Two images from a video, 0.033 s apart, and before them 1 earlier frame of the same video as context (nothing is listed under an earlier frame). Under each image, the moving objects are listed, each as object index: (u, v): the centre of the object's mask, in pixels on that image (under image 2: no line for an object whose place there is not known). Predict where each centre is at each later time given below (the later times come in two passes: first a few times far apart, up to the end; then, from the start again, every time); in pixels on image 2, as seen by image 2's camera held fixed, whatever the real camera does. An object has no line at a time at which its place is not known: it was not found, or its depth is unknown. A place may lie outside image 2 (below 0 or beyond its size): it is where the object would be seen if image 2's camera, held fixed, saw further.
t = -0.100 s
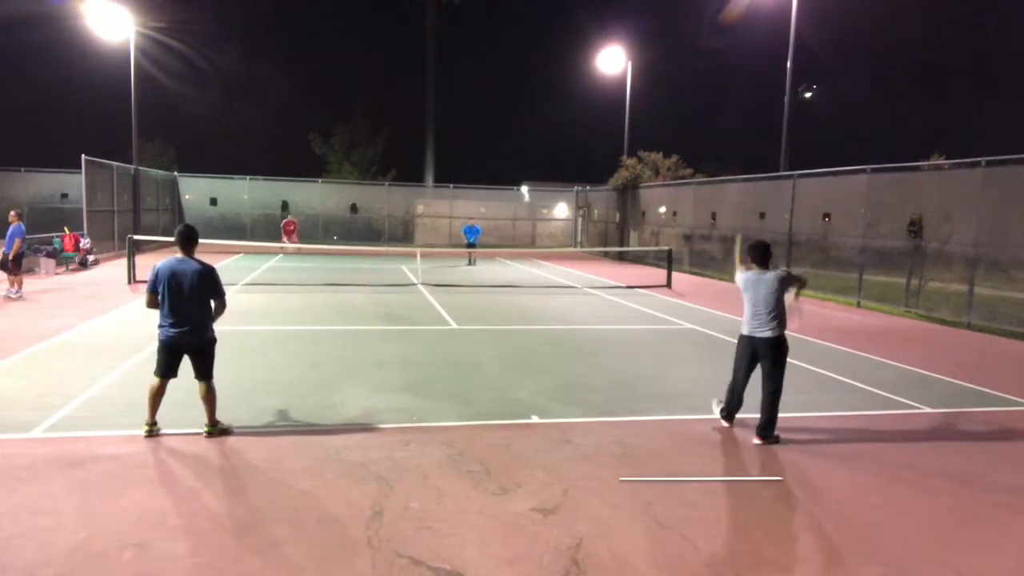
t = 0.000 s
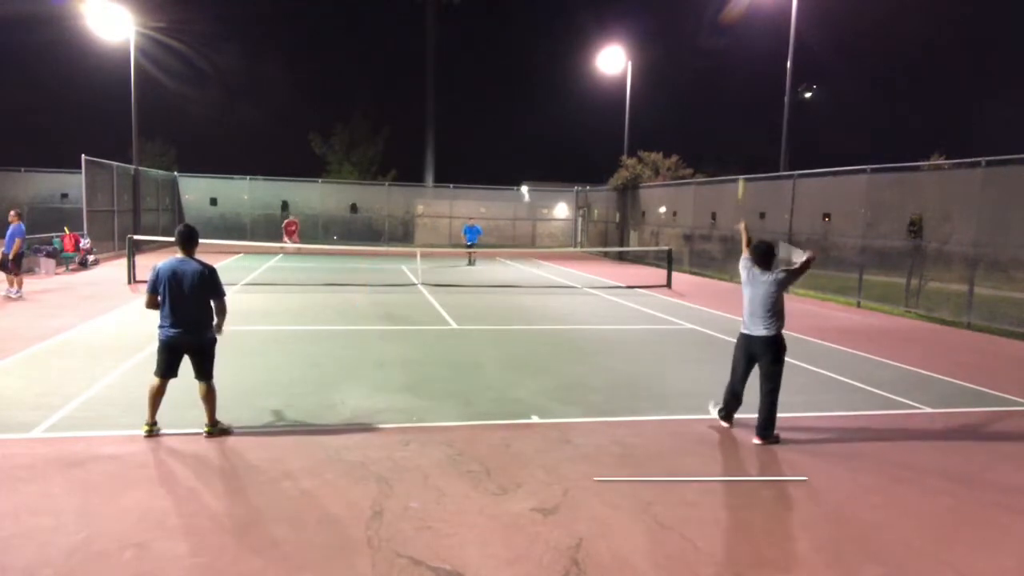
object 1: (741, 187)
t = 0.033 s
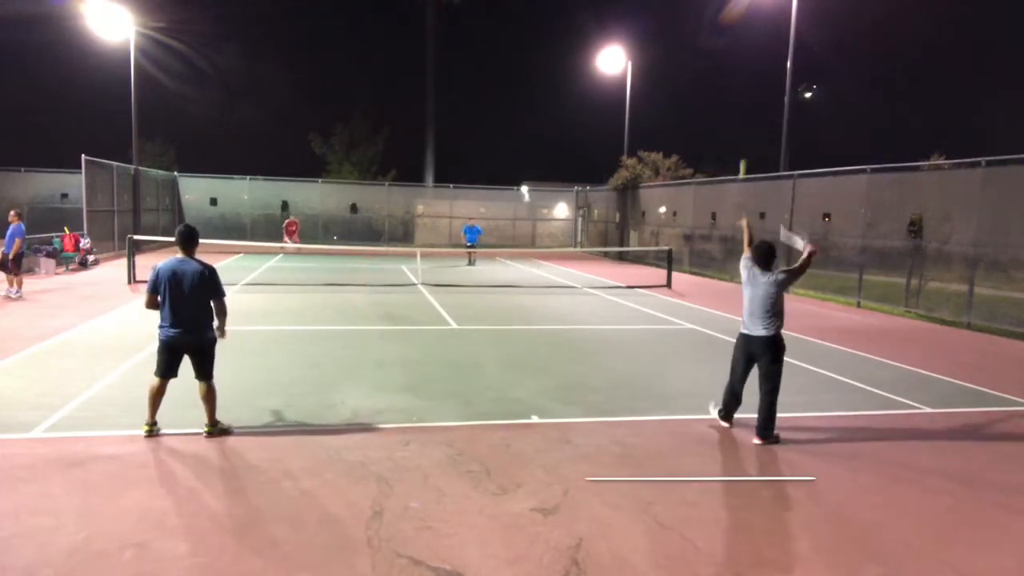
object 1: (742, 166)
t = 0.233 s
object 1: (747, 83)
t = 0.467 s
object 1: (749, 37)
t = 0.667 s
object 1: (747, 46)
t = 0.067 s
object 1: (743, 151)
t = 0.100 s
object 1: (744, 135)
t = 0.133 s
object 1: (743, 120)
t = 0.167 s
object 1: (745, 107)
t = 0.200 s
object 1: (746, 94)
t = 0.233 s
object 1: (747, 83)
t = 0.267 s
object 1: (747, 73)
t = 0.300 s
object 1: (748, 64)
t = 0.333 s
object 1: (748, 56)
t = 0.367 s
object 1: (748, 50)
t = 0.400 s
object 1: (749, 44)
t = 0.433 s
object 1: (749, 40)
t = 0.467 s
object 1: (749, 37)
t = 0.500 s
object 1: (749, 36)
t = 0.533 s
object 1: (748, 35)
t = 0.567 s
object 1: (748, 36)
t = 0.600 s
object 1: (748, 38)
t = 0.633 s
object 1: (747, 41)
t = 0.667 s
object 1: (747, 46)
